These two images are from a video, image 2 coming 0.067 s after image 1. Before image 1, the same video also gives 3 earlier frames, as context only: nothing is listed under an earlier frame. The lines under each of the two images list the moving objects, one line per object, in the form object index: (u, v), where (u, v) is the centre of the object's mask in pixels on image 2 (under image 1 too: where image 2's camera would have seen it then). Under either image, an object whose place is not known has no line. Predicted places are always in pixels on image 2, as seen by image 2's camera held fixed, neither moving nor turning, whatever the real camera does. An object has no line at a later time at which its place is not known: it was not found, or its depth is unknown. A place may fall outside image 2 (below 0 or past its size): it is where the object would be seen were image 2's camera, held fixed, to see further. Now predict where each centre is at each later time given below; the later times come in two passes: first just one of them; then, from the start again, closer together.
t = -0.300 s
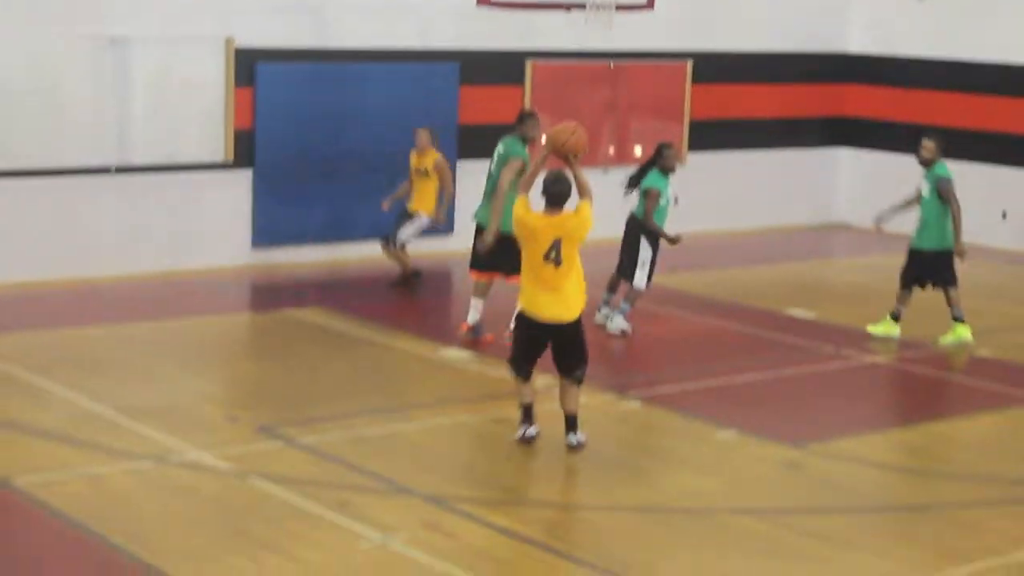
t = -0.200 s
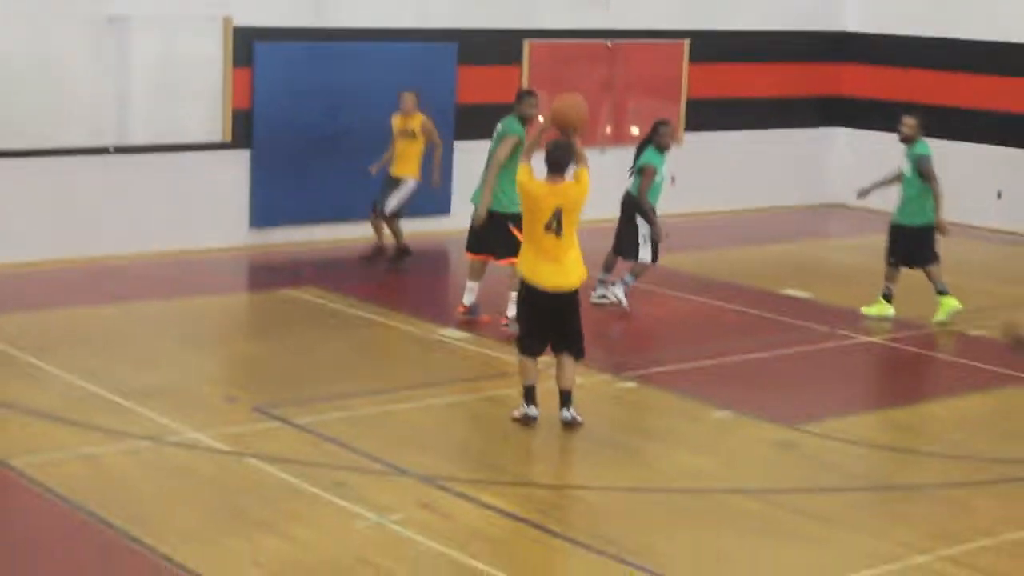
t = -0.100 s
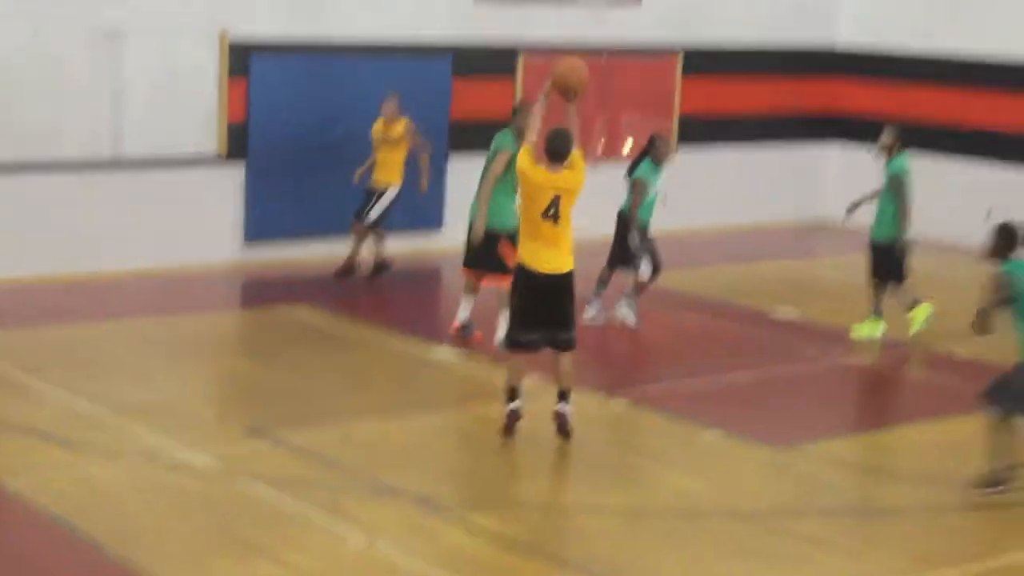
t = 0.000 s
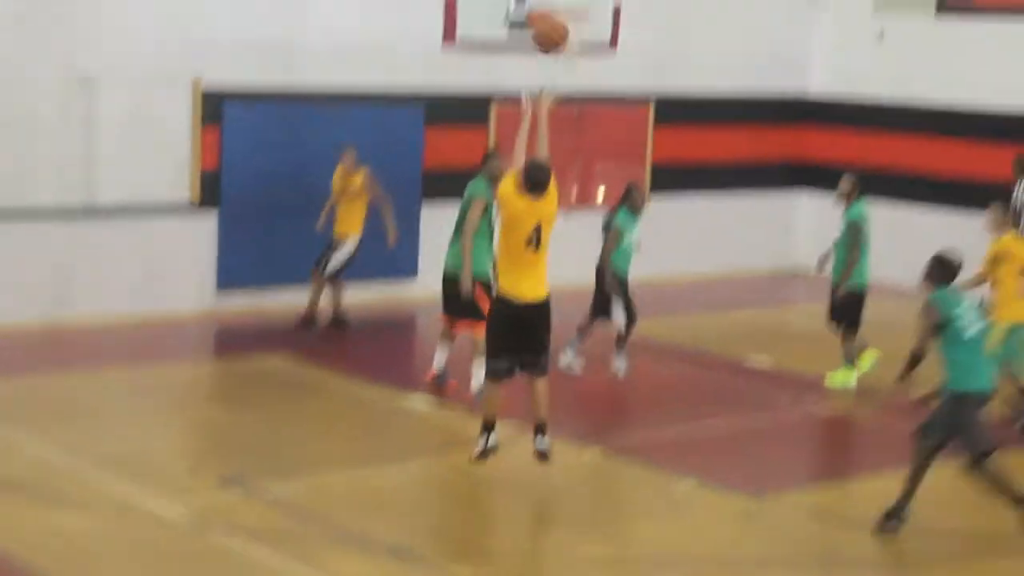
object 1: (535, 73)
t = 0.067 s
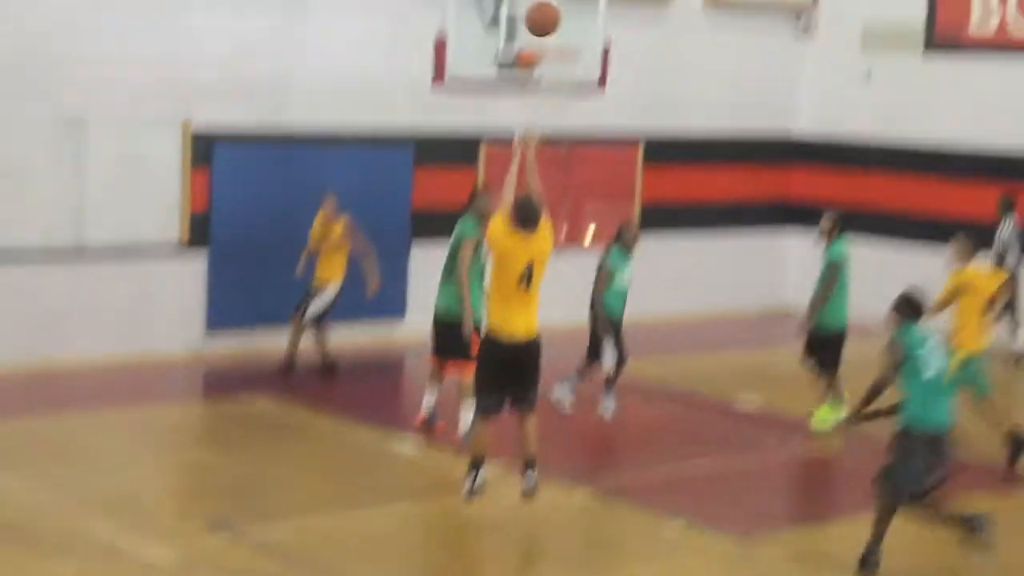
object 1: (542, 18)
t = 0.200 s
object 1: (545, -66)
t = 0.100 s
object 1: (542, -5)
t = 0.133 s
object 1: (543, -26)
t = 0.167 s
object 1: (544, -48)
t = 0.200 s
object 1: (545, -66)
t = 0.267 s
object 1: (545, -97)
